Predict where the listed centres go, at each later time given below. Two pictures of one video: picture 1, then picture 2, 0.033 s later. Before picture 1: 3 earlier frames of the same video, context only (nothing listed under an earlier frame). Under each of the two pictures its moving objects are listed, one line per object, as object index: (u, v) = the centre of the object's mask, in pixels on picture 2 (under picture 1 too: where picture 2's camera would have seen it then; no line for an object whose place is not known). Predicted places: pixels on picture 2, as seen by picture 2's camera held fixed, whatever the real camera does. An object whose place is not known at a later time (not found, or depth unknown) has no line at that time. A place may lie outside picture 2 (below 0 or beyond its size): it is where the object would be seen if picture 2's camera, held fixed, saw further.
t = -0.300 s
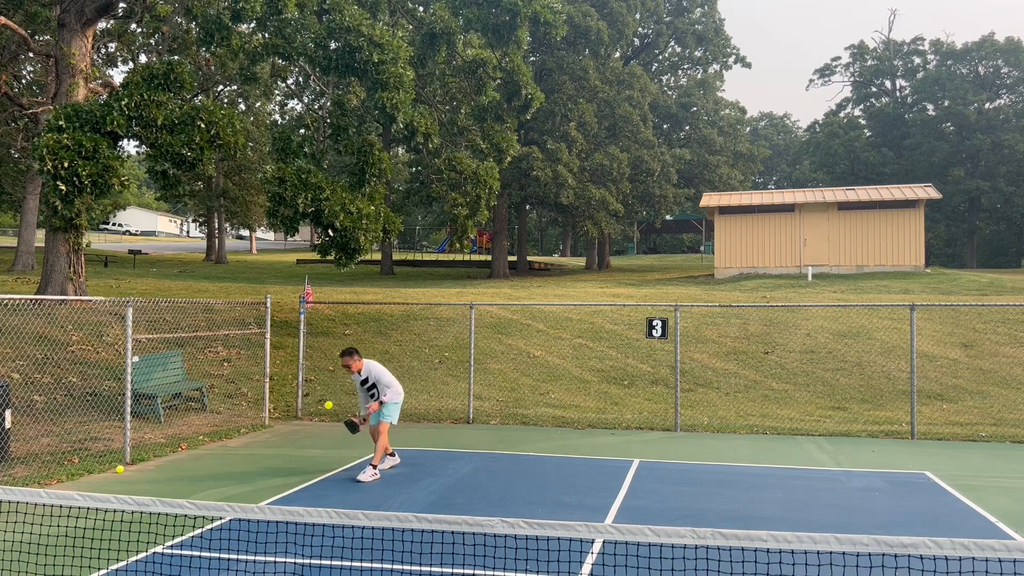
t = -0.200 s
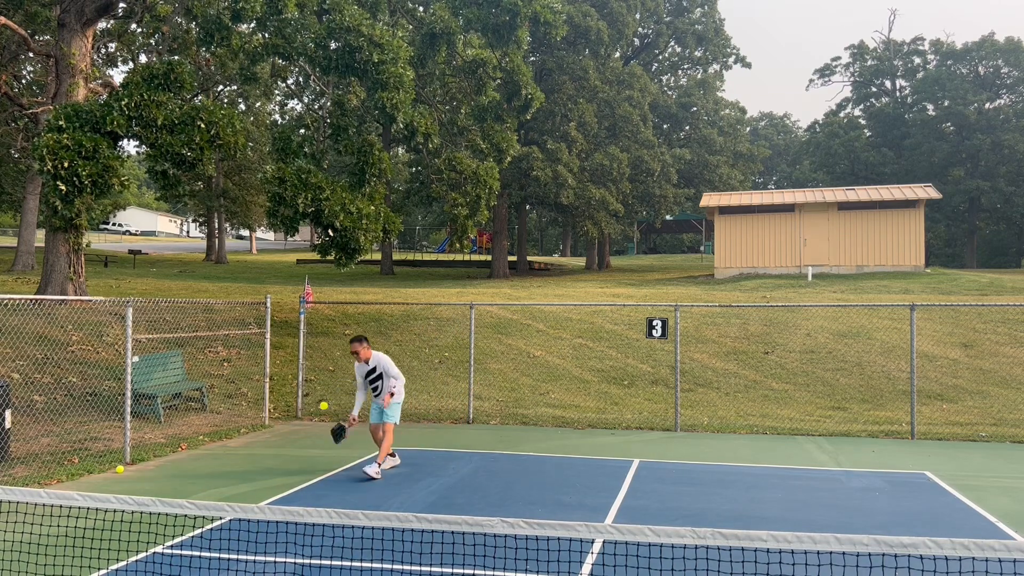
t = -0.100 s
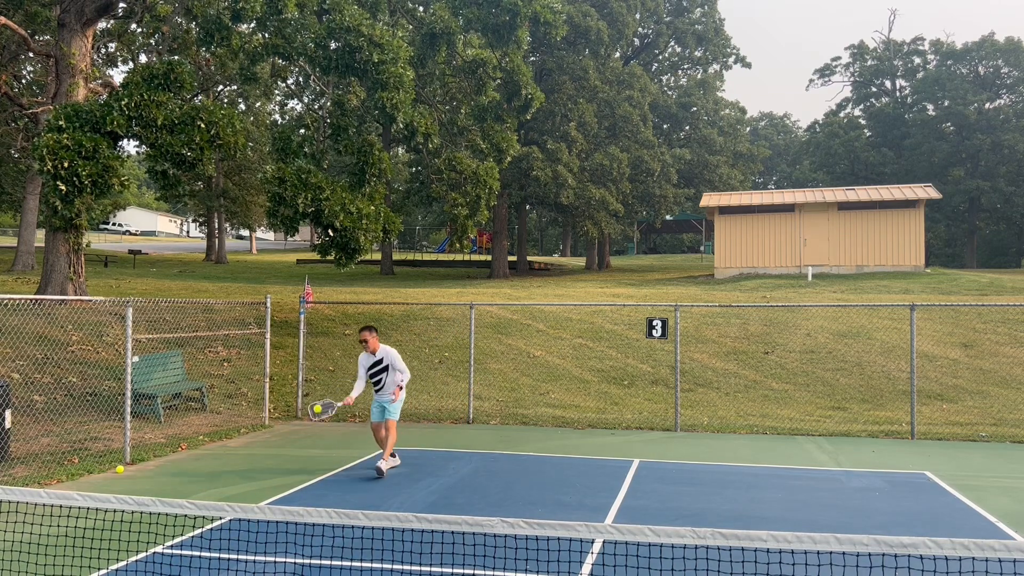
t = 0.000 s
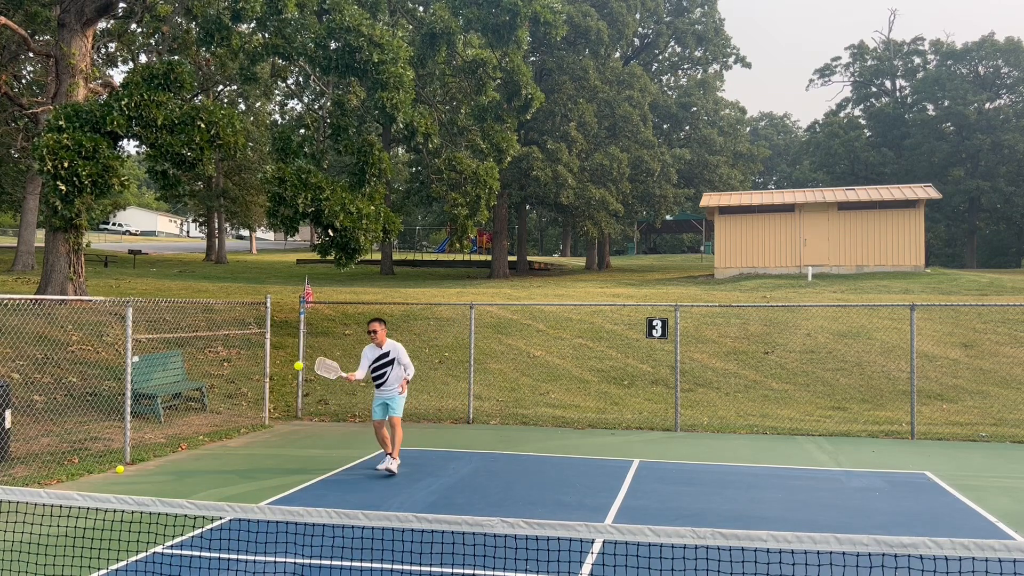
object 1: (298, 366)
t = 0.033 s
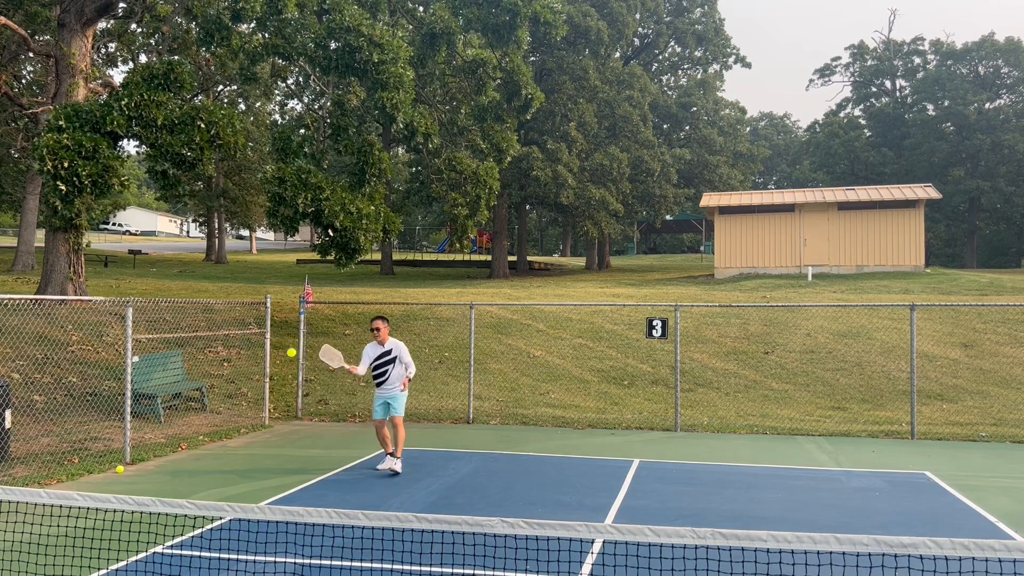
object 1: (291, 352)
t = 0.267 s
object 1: (230, 284)
